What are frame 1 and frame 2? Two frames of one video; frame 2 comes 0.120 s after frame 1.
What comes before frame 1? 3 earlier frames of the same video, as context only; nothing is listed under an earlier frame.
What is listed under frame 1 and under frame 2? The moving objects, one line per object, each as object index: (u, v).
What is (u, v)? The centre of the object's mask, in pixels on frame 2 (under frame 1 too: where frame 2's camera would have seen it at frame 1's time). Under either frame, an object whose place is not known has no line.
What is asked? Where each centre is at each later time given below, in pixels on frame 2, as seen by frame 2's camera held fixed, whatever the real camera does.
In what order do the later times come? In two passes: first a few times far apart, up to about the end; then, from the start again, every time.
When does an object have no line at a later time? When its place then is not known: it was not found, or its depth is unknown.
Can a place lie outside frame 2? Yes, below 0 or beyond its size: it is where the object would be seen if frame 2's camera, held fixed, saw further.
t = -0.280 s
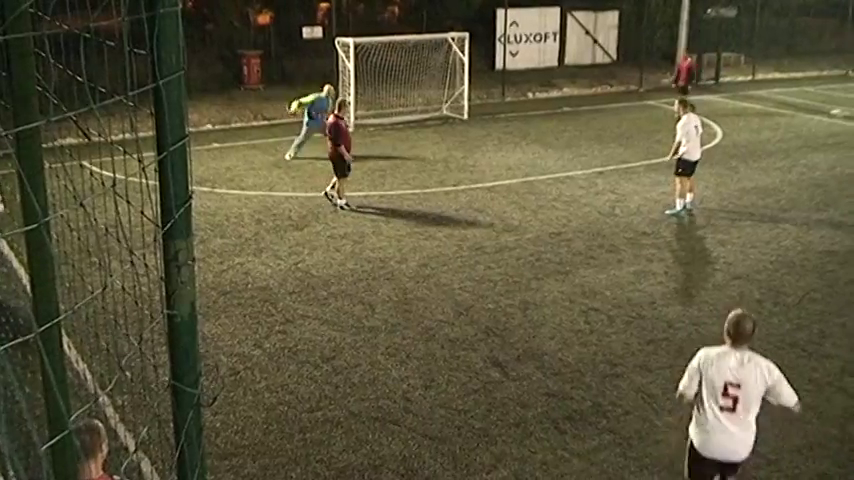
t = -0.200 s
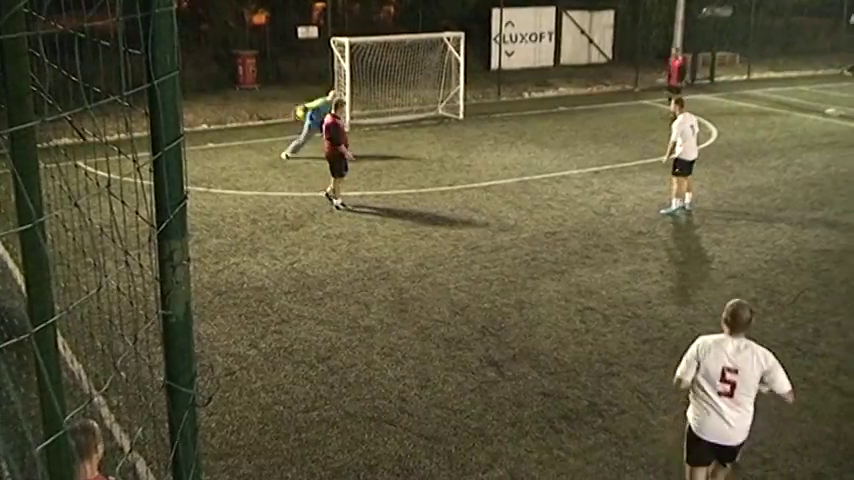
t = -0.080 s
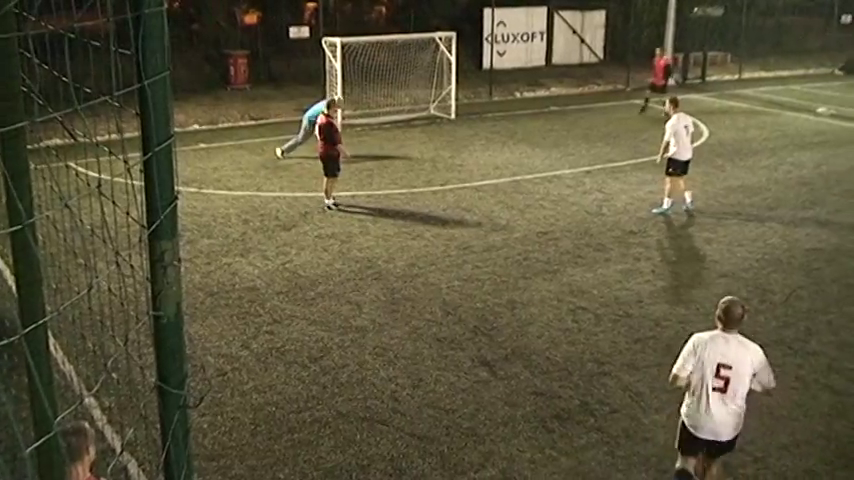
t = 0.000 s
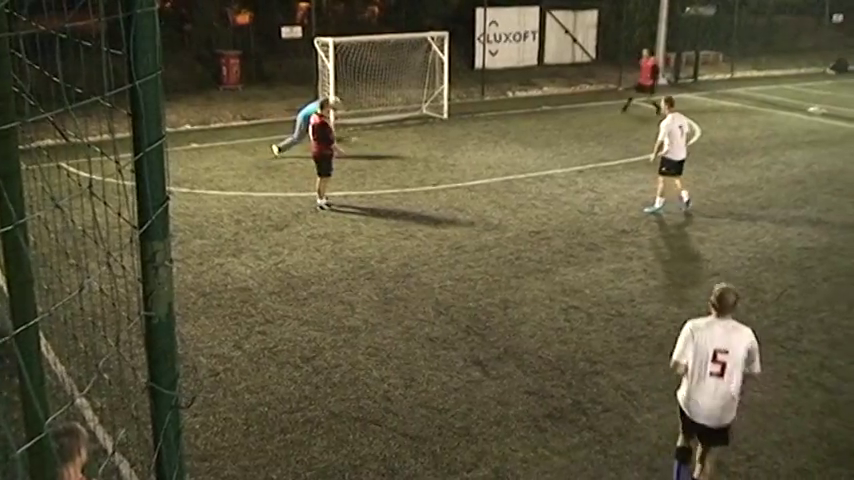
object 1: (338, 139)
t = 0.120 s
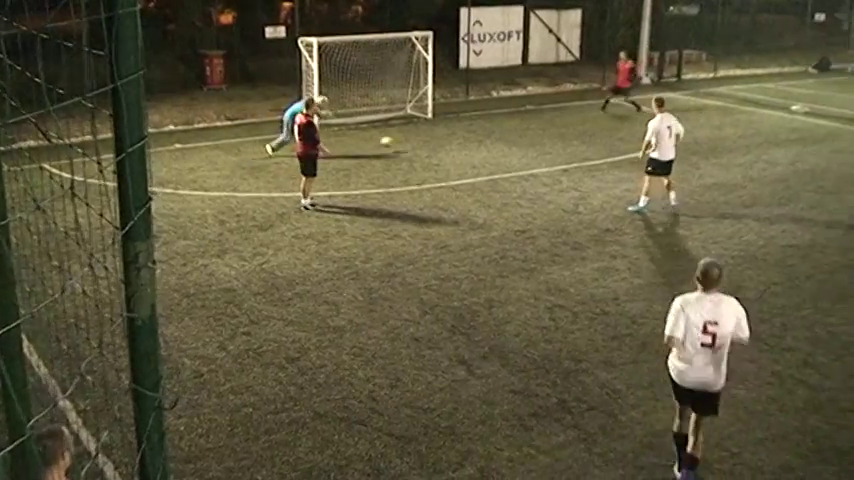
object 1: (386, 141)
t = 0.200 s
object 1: (416, 142)
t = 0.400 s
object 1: (472, 133)
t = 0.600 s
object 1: (521, 128)
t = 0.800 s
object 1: (565, 124)
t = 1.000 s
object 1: (604, 122)
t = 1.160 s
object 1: (635, 120)
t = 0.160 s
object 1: (403, 142)
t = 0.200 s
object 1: (416, 142)
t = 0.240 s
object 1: (428, 138)
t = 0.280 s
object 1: (439, 135)
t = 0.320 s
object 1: (450, 133)
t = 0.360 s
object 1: (462, 133)
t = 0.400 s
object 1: (472, 133)
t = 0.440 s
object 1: (483, 133)
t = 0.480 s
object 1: (494, 135)
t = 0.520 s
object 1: (503, 133)
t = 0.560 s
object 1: (512, 129)
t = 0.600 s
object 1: (521, 128)
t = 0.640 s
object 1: (530, 128)
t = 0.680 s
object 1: (539, 129)
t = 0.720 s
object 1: (547, 129)
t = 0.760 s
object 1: (556, 126)
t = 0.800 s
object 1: (565, 124)
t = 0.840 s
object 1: (572, 123)
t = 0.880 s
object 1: (581, 123)
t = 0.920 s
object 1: (588, 123)
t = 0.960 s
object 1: (596, 124)
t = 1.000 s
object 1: (604, 122)
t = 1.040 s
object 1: (612, 121)
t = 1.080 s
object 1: (619, 120)
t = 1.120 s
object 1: (627, 120)
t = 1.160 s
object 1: (635, 120)
